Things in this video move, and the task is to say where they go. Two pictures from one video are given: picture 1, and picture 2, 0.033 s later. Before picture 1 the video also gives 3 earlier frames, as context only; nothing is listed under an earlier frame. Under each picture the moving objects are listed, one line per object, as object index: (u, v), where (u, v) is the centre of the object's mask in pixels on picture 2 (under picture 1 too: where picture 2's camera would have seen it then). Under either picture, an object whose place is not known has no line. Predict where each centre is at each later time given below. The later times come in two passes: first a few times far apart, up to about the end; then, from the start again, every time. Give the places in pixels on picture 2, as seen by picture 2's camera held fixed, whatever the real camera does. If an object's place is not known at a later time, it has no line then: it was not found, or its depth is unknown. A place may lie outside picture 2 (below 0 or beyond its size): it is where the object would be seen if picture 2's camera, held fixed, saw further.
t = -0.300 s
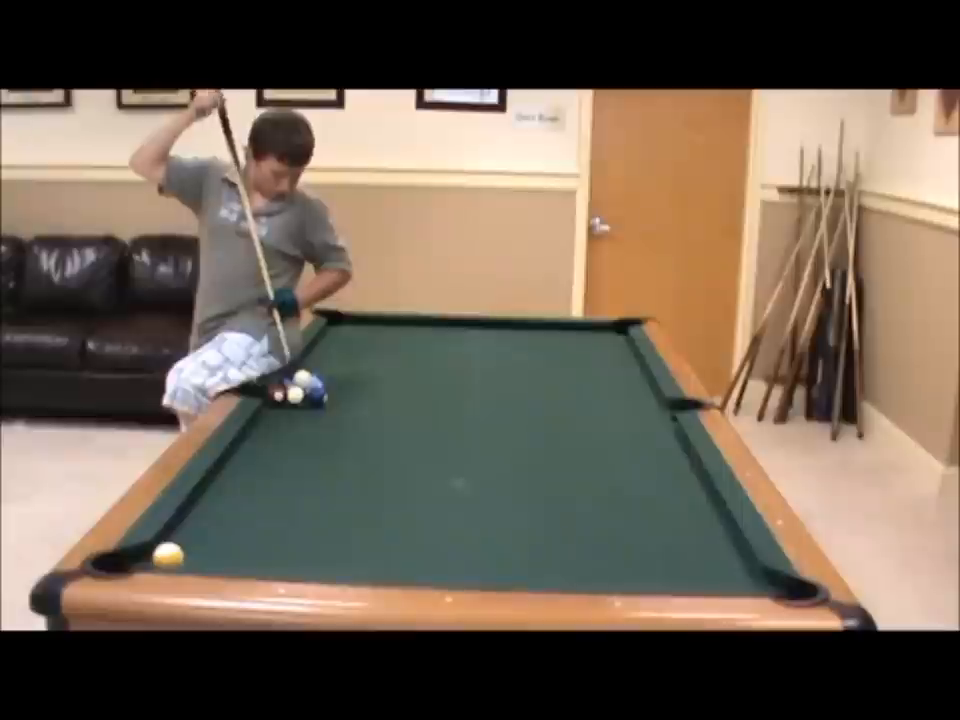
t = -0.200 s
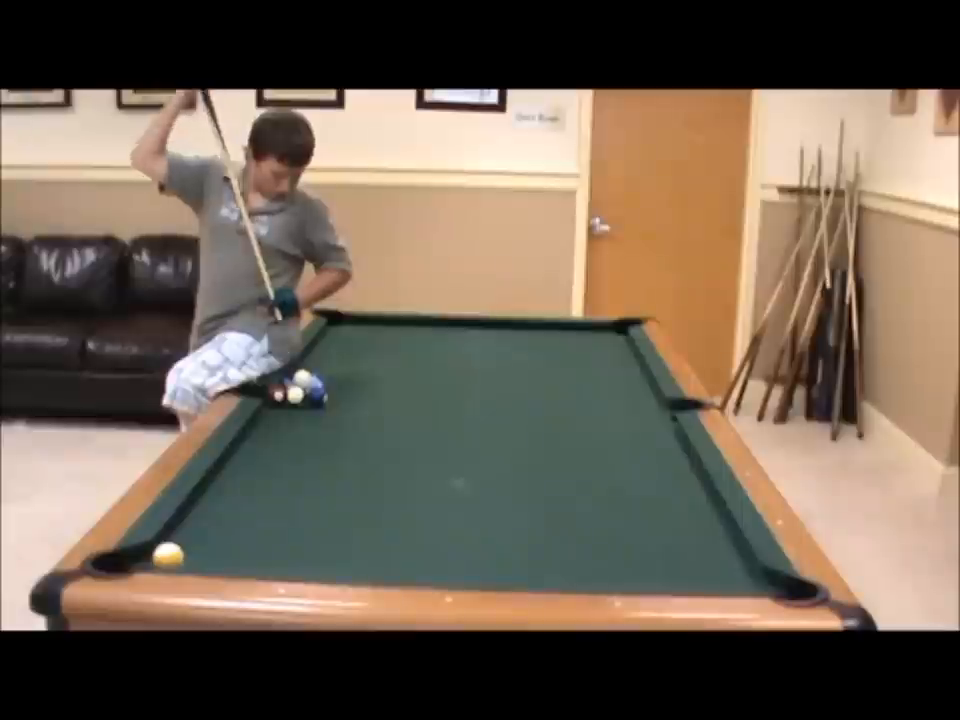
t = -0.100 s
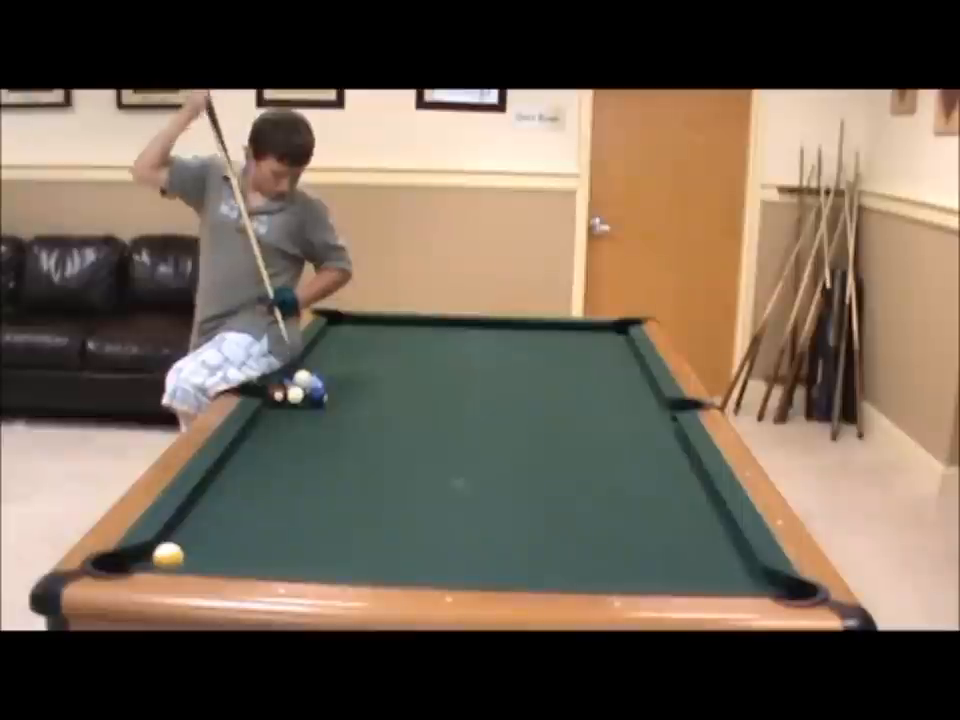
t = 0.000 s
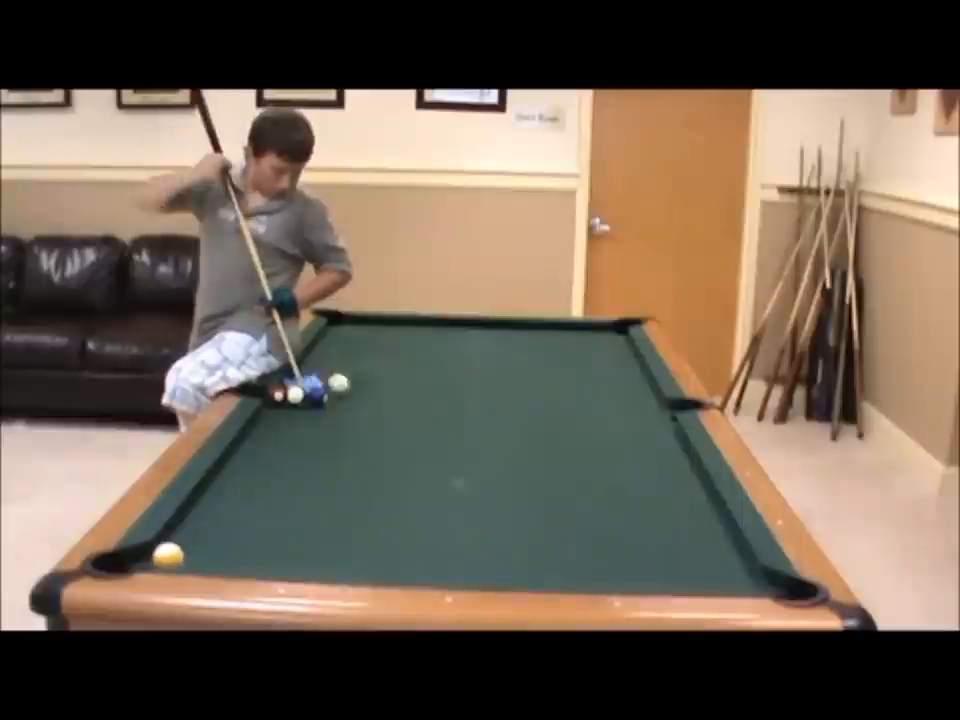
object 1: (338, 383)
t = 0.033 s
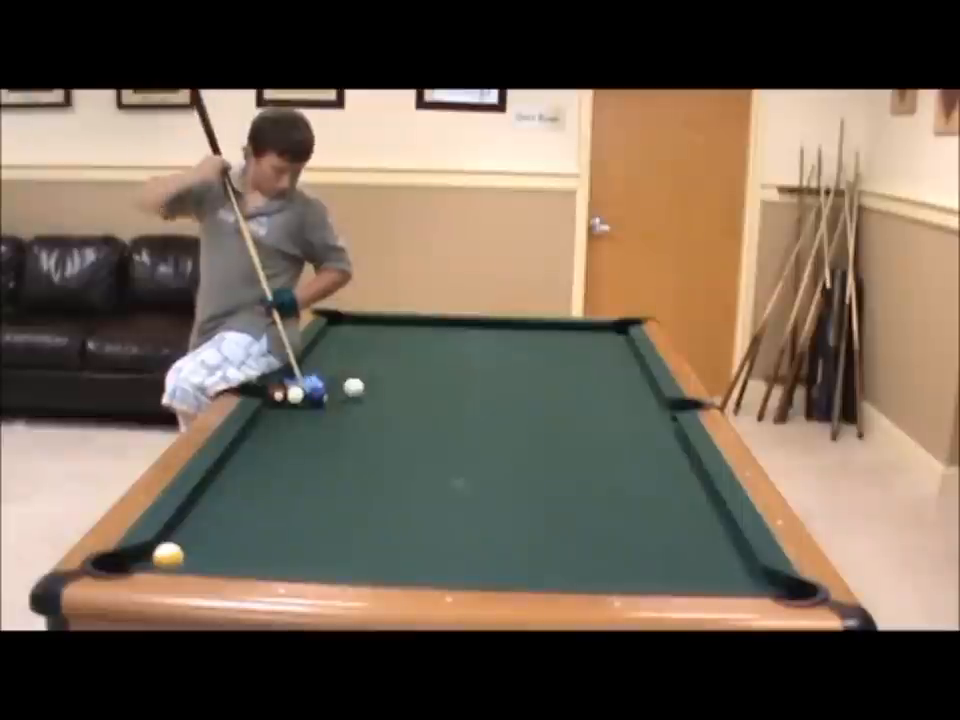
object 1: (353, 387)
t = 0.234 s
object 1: (422, 405)
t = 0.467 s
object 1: (443, 424)
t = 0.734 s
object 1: (401, 449)
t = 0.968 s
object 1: (358, 473)
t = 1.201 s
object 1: (311, 500)
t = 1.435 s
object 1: (258, 529)
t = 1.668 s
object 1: (199, 555)
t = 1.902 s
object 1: (206, 537)
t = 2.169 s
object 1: (213, 515)
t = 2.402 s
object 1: (218, 499)
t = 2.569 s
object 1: (221, 489)
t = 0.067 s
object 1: (367, 390)
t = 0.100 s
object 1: (380, 392)
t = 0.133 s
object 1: (392, 395)
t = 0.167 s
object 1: (404, 398)
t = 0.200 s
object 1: (414, 401)
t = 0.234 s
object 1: (422, 405)
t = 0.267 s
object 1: (430, 407)
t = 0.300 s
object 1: (435, 410)
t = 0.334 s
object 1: (440, 413)
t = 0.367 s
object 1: (443, 416)
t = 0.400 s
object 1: (445, 418)
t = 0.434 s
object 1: (445, 421)
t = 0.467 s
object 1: (443, 424)
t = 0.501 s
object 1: (439, 427)
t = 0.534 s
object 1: (434, 430)
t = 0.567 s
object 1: (429, 433)
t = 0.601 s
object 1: (423, 437)
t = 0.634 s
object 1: (418, 440)
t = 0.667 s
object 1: (412, 443)
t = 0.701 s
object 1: (407, 446)
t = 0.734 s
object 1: (401, 449)
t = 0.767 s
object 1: (395, 453)
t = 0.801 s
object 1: (389, 456)
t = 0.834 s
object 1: (383, 459)
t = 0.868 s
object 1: (377, 462)
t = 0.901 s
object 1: (371, 466)
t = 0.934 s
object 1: (365, 470)
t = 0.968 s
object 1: (358, 473)
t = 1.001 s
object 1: (352, 477)
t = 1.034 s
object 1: (345, 481)
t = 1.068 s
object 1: (339, 484)
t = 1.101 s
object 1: (332, 488)
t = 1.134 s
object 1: (325, 492)
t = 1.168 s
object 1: (318, 496)
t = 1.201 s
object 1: (311, 500)
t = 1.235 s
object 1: (304, 504)
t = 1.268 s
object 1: (296, 508)
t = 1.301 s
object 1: (289, 512)
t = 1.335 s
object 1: (281, 516)
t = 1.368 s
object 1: (273, 520)
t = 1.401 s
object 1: (265, 525)
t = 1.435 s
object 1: (258, 529)
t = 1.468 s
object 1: (250, 533)
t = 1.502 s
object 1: (241, 538)
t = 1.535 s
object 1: (233, 542)
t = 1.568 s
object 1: (225, 546)
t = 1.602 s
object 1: (216, 550)
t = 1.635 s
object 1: (208, 553)
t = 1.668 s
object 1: (199, 555)
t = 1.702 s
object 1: (200, 553)
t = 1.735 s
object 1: (202, 551)
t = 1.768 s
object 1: (202, 548)
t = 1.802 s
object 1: (203, 546)
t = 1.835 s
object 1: (204, 543)
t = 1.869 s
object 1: (205, 540)
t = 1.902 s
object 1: (206, 537)
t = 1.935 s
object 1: (207, 534)
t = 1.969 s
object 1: (208, 531)
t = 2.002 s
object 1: (209, 528)
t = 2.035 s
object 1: (210, 526)
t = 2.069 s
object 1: (211, 523)
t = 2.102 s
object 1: (212, 520)
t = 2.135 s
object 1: (212, 518)
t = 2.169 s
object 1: (213, 515)
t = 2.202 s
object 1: (214, 513)
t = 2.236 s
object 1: (215, 510)
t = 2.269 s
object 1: (216, 508)
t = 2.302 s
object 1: (216, 505)
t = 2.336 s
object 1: (217, 503)
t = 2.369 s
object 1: (218, 501)
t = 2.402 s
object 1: (218, 499)
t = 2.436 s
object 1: (219, 497)
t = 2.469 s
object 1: (219, 494)
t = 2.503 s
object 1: (220, 492)
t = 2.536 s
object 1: (221, 490)
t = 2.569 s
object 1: (221, 489)
